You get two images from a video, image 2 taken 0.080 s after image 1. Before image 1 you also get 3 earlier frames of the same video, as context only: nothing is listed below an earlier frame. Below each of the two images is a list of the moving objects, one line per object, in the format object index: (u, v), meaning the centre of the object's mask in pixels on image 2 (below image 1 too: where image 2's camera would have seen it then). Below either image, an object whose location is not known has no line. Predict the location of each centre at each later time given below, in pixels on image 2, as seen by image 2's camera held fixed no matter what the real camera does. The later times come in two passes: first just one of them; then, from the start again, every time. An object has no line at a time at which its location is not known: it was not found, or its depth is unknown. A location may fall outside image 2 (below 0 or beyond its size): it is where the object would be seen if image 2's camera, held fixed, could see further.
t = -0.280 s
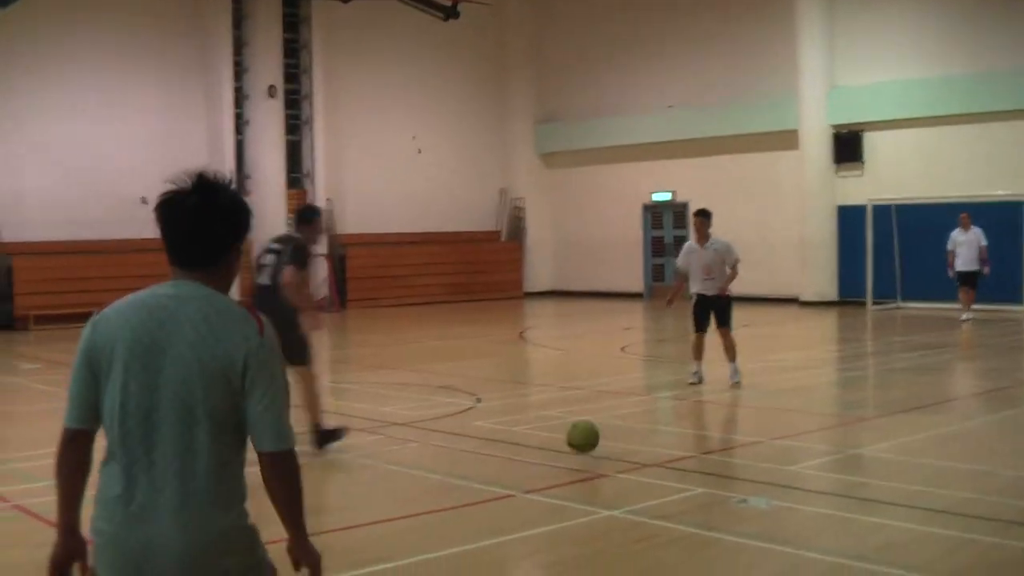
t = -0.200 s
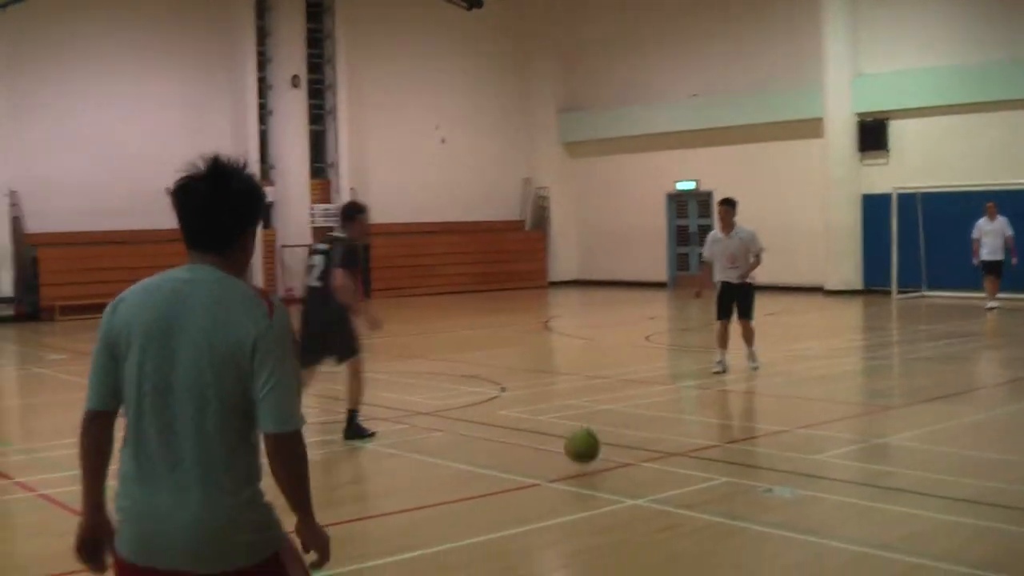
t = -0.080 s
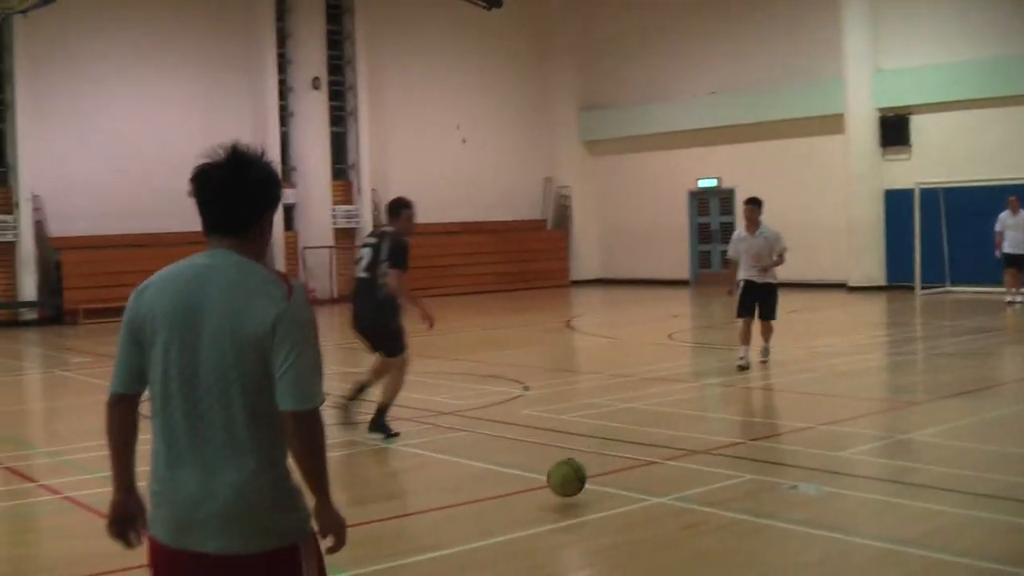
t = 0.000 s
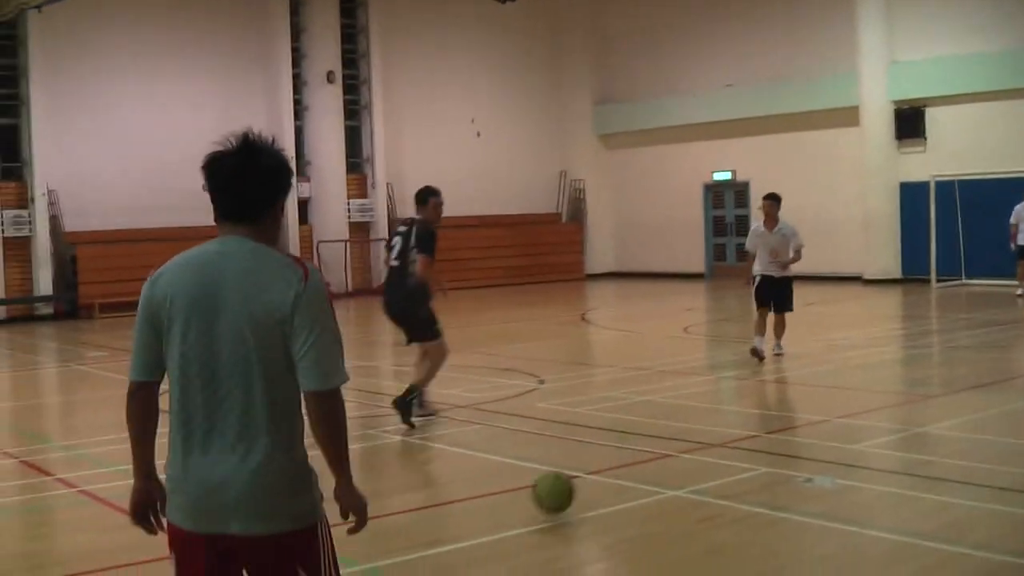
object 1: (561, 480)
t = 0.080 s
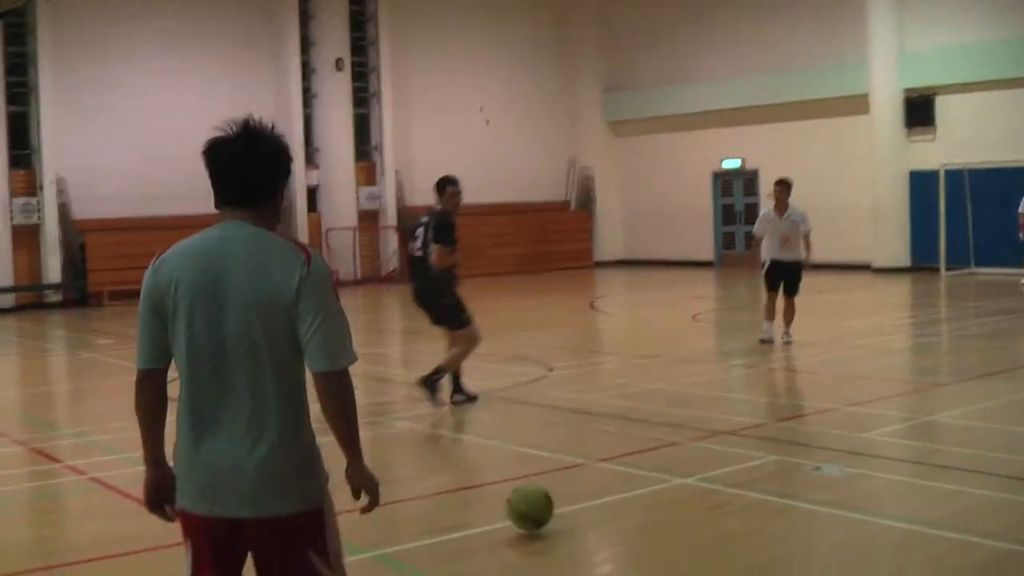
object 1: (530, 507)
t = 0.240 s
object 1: (464, 568)
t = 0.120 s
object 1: (515, 517)
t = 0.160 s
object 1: (497, 533)
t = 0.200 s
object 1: (481, 555)
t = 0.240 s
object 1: (464, 568)
